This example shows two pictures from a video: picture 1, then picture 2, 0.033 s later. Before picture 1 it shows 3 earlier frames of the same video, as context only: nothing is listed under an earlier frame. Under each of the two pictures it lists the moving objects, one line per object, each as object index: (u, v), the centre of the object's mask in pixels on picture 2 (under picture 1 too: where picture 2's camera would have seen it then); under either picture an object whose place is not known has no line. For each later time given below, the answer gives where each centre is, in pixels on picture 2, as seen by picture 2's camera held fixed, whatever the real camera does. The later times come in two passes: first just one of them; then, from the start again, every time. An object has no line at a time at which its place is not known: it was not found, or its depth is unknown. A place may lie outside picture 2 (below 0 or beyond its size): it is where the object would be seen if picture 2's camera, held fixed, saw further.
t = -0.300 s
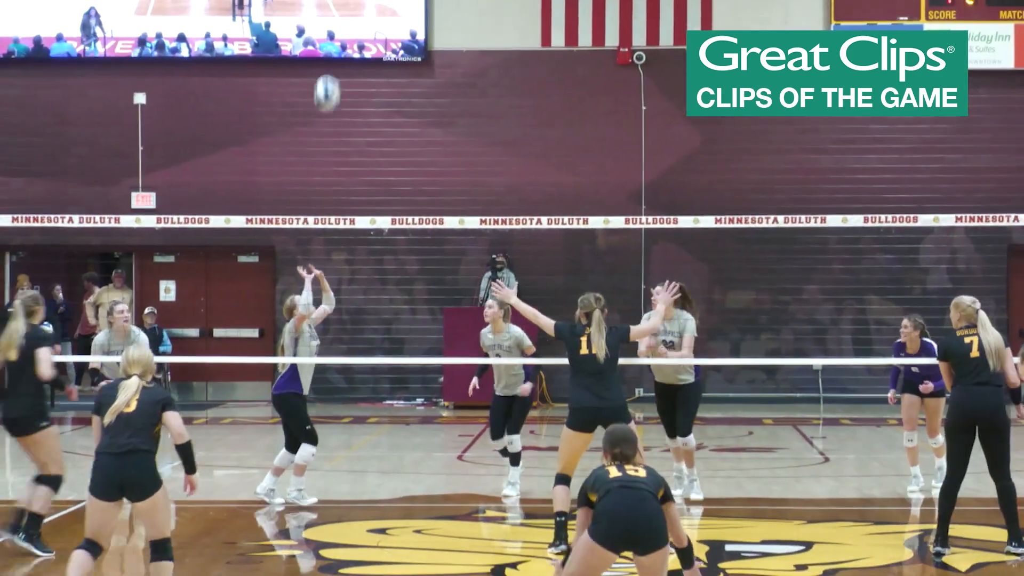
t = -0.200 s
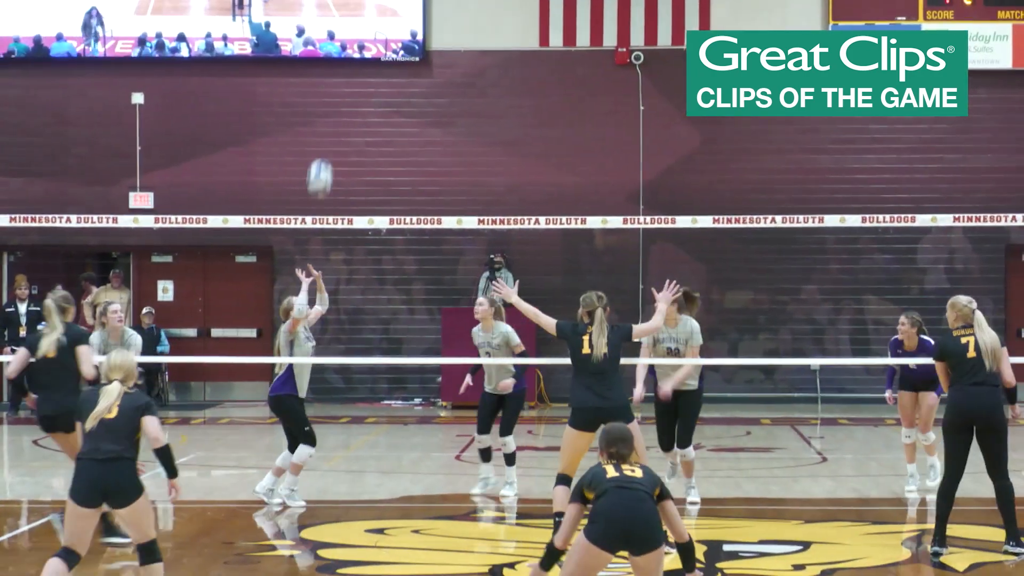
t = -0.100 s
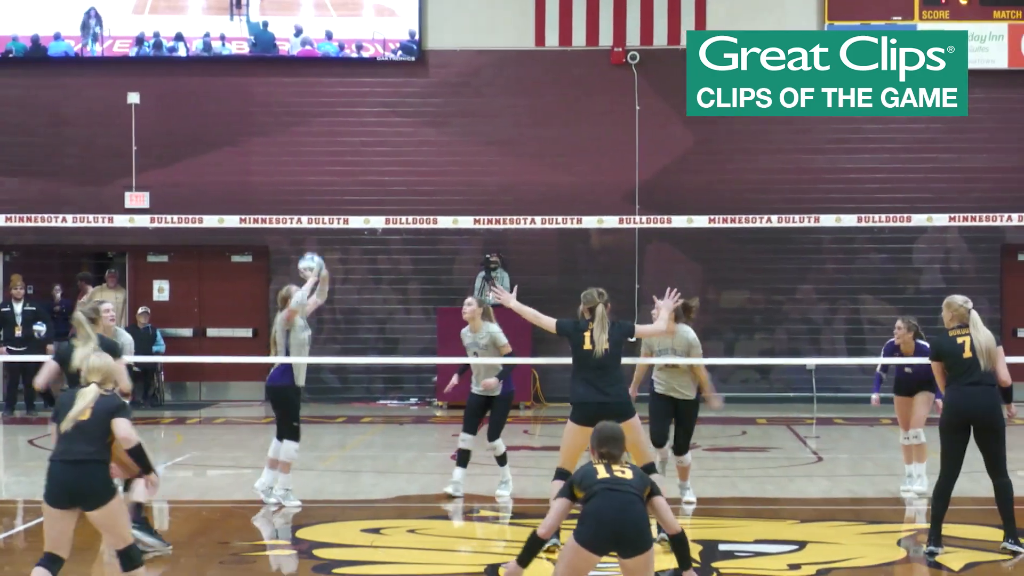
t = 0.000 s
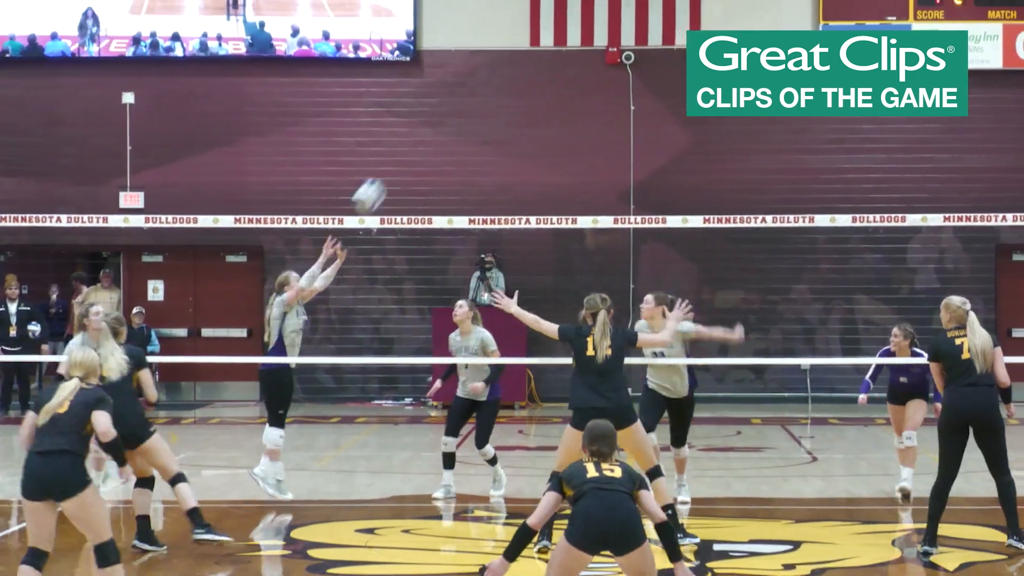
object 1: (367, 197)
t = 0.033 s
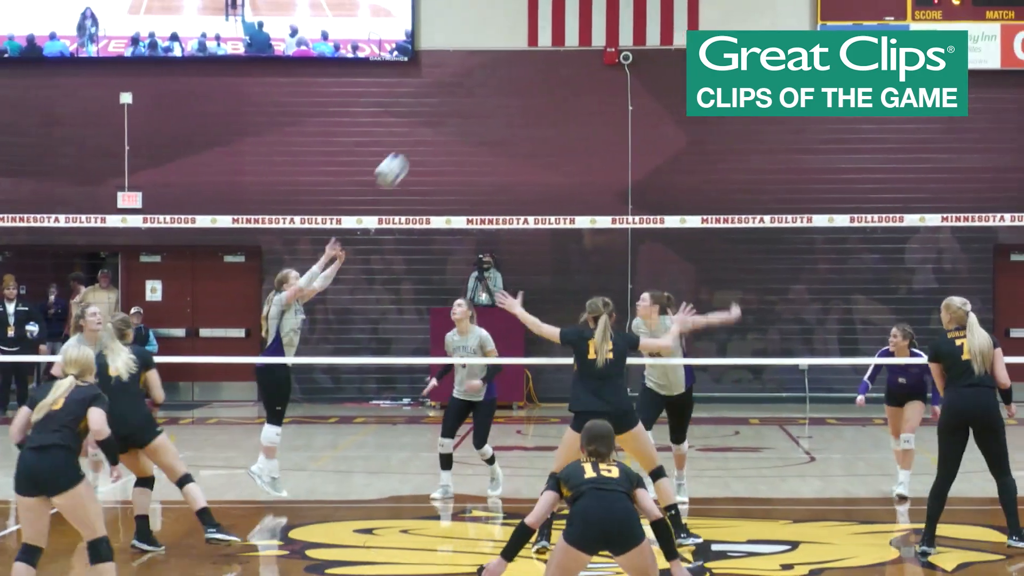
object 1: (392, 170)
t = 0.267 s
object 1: (557, 23)
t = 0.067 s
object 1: (416, 146)
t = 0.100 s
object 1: (440, 122)
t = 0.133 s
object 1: (463, 100)
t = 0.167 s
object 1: (487, 79)
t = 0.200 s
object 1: (510, 59)
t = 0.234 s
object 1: (532, 41)
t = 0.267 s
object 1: (557, 23)
